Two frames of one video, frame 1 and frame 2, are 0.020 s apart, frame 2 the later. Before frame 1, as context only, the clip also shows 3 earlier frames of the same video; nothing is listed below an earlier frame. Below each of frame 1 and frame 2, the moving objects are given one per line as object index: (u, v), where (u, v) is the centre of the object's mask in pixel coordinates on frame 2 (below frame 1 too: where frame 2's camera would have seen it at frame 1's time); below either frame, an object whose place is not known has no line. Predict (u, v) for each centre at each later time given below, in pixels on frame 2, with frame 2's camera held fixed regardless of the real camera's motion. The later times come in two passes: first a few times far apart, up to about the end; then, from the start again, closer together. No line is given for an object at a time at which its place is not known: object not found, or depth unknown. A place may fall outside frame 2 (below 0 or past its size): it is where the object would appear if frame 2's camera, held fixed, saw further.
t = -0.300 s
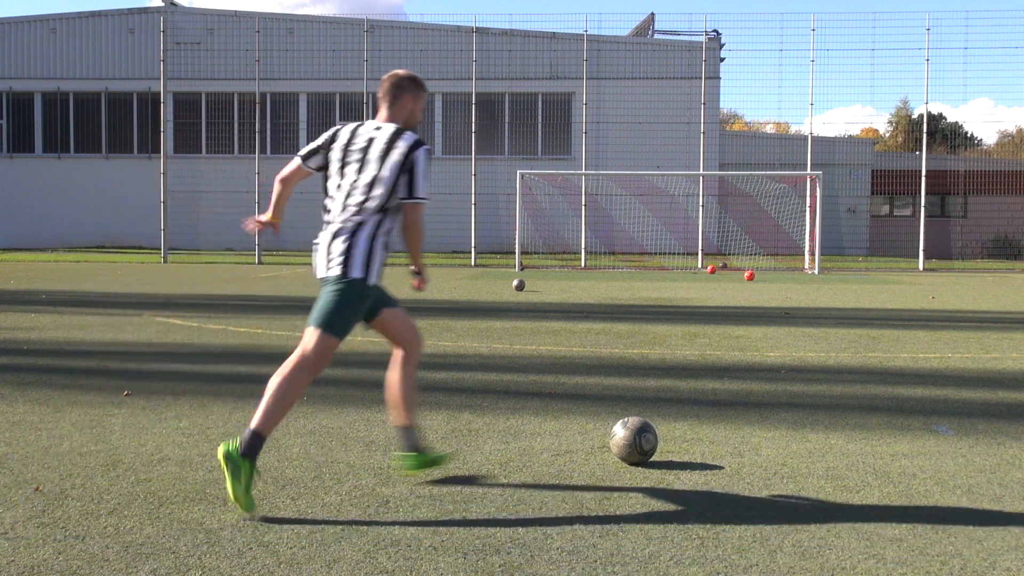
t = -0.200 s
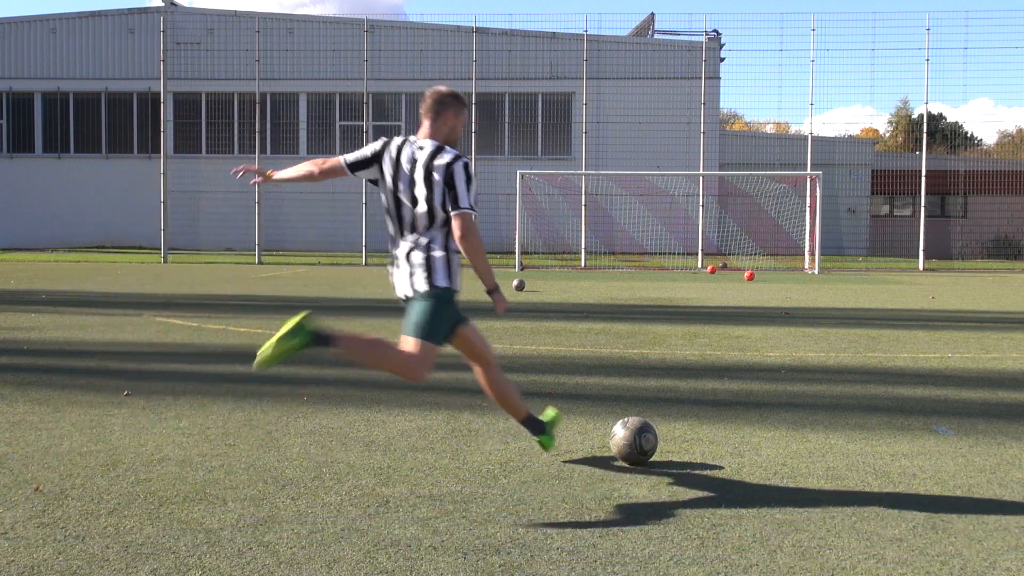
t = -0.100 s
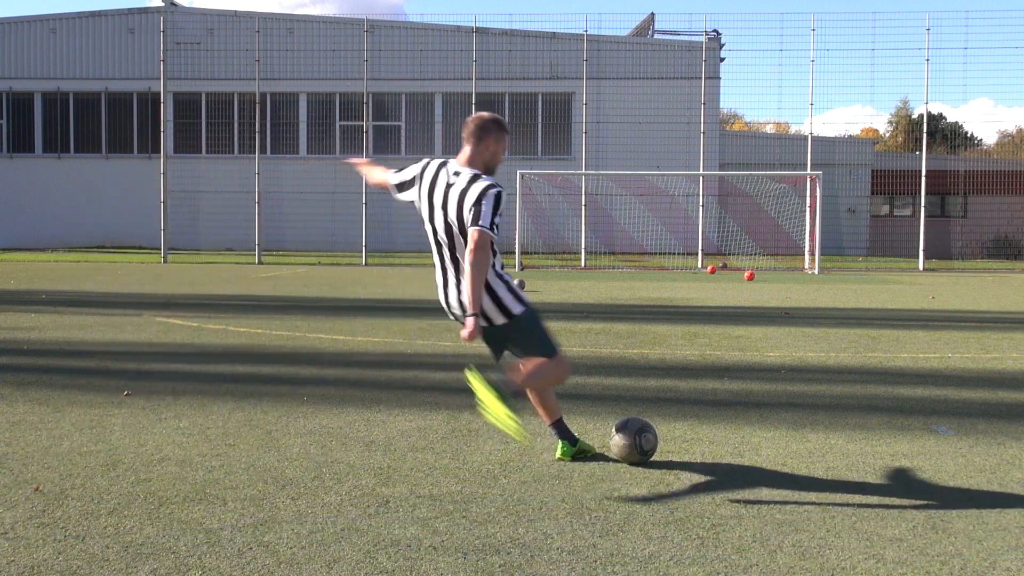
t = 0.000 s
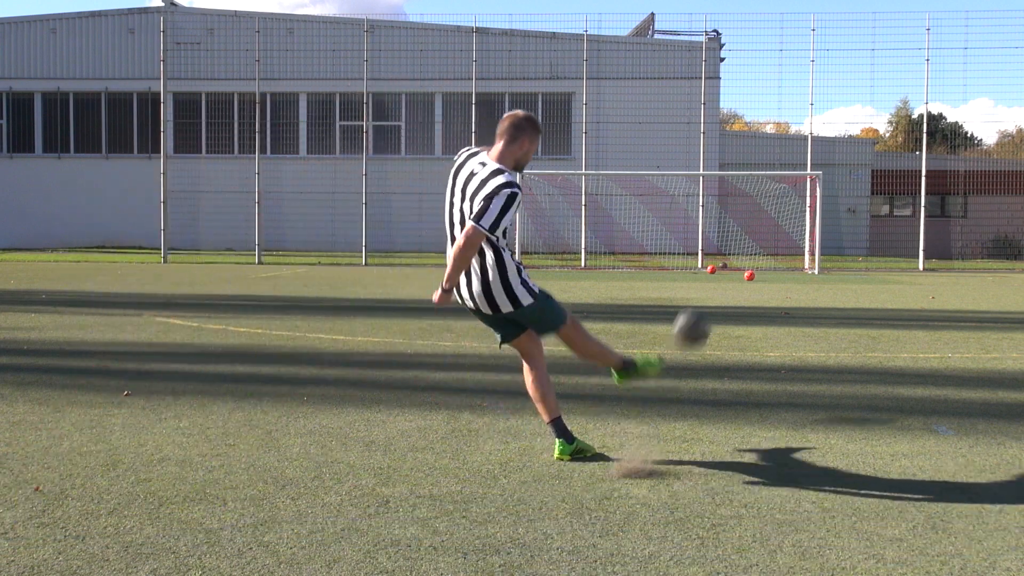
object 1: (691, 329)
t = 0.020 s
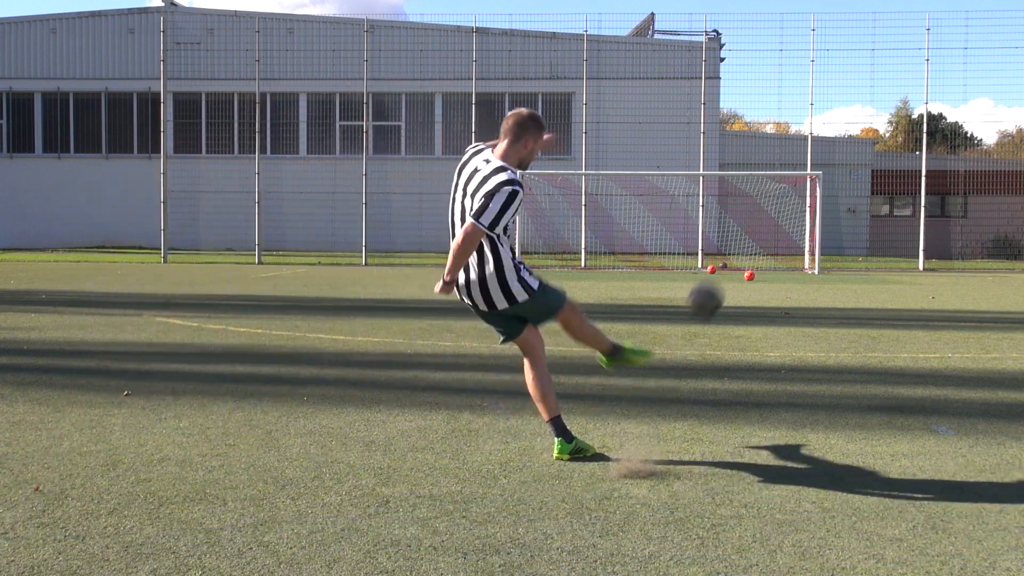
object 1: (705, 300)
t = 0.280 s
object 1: (771, 140)
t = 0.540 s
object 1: (763, 125)
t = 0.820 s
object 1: (732, 155)
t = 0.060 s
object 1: (726, 254)
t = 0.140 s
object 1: (753, 191)
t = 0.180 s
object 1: (761, 171)
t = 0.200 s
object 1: (763, 162)
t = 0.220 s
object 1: (766, 155)
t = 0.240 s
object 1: (767, 149)
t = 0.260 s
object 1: (769, 144)
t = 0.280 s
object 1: (771, 140)
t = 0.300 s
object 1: (772, 136)
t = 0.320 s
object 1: (772, 132)
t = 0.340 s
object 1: (772, 130)
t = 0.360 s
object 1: (772, 128)
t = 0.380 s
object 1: (772, 126)
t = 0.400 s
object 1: (771, 124)
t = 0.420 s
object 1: (771, 124)
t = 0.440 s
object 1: (770, 123)
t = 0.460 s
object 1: (769, 123)
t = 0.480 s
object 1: (767, 124)
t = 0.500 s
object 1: (766, 124)
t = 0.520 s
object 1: (765, 124)
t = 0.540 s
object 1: (763, 125)
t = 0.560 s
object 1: (761, 126)
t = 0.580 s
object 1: (759, 128)
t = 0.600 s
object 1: (756, 129)
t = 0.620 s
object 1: (755, 130)
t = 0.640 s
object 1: (753, 133)
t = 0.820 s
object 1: (732, 155)
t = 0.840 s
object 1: (730, 158)
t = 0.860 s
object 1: (727, 161)
